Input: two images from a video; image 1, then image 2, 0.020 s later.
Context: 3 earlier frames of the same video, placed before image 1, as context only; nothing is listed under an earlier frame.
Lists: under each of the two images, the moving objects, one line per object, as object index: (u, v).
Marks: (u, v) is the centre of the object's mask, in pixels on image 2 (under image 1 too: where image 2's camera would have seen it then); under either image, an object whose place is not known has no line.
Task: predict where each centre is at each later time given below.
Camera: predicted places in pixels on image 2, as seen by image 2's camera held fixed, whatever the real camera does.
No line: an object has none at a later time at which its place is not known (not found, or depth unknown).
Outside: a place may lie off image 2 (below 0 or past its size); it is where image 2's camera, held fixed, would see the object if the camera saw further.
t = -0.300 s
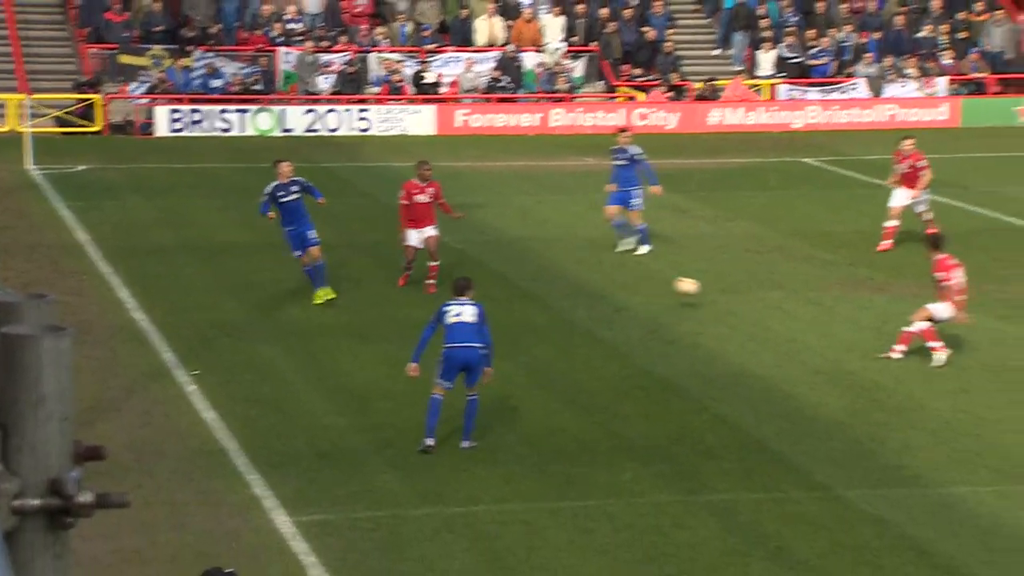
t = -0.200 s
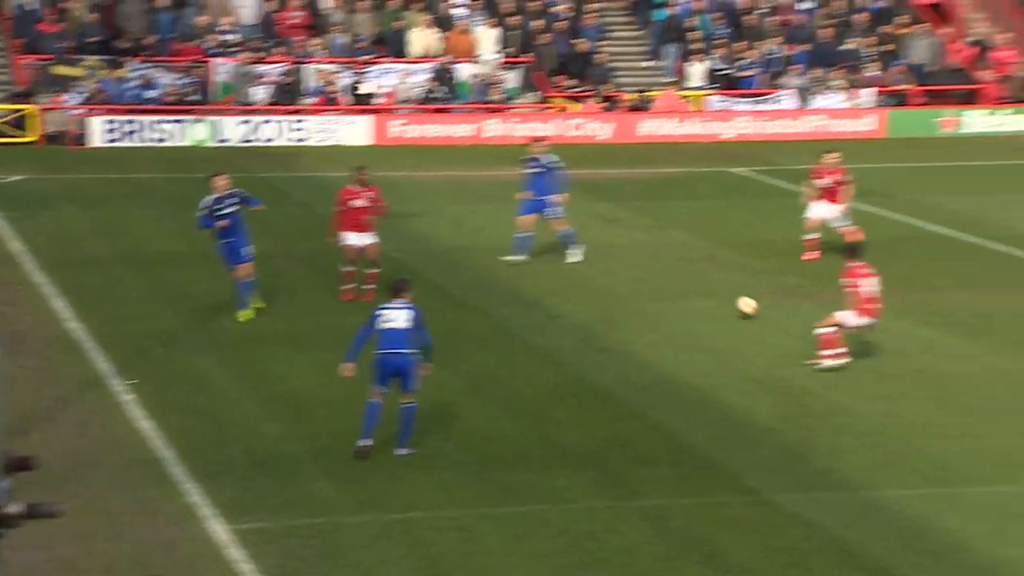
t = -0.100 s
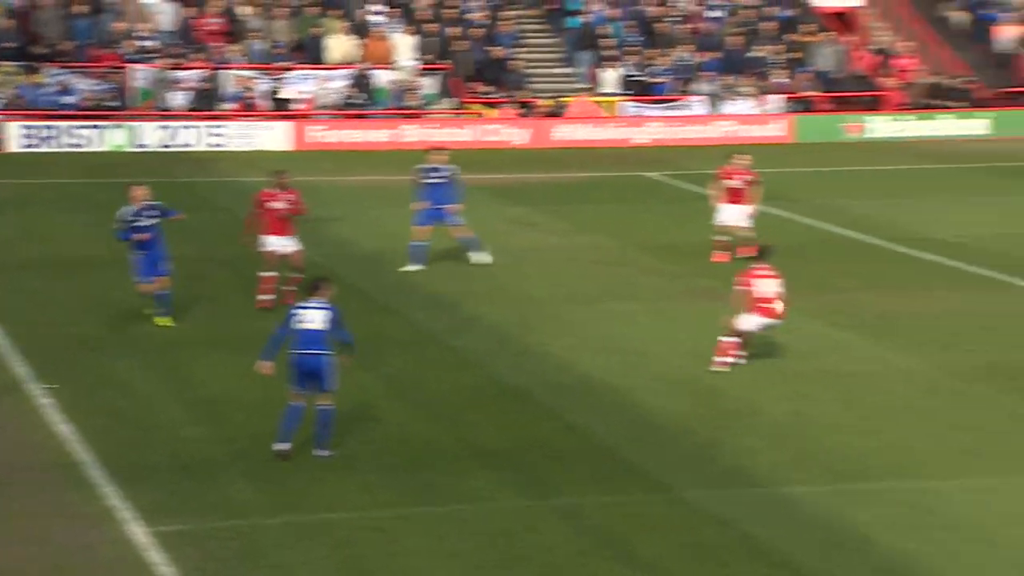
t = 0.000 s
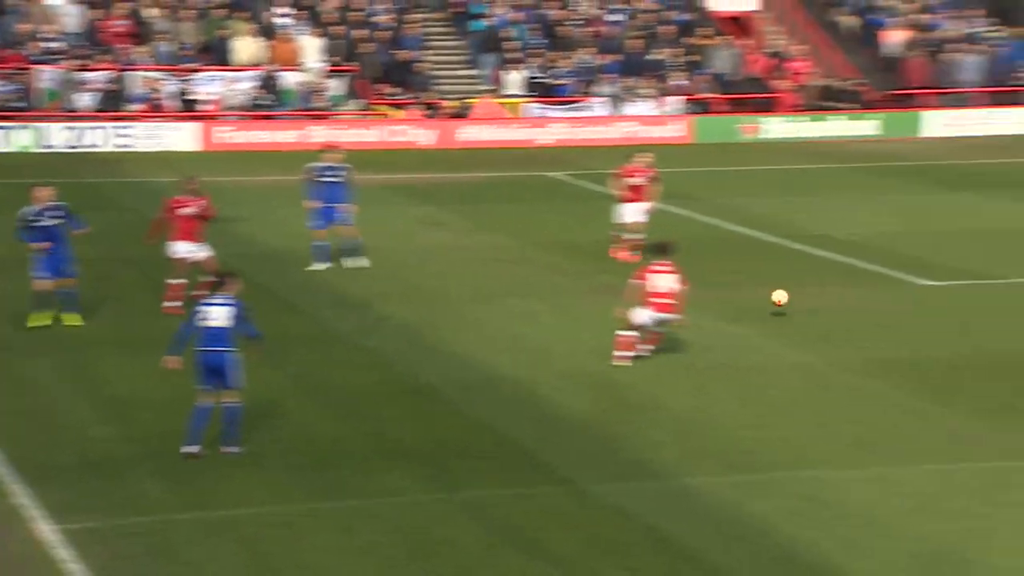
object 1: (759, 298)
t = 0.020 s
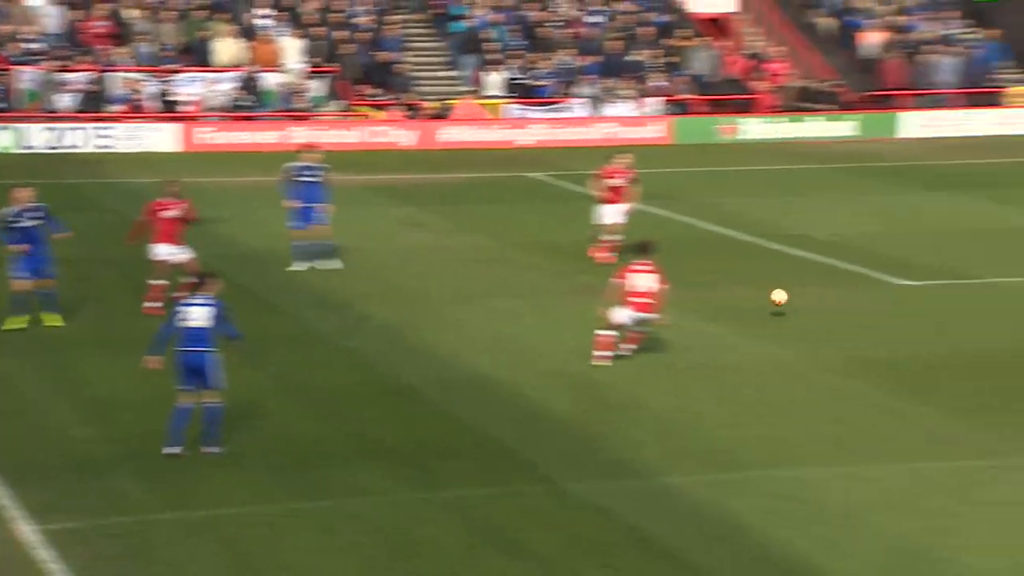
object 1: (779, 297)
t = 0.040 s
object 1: (799, 297)
